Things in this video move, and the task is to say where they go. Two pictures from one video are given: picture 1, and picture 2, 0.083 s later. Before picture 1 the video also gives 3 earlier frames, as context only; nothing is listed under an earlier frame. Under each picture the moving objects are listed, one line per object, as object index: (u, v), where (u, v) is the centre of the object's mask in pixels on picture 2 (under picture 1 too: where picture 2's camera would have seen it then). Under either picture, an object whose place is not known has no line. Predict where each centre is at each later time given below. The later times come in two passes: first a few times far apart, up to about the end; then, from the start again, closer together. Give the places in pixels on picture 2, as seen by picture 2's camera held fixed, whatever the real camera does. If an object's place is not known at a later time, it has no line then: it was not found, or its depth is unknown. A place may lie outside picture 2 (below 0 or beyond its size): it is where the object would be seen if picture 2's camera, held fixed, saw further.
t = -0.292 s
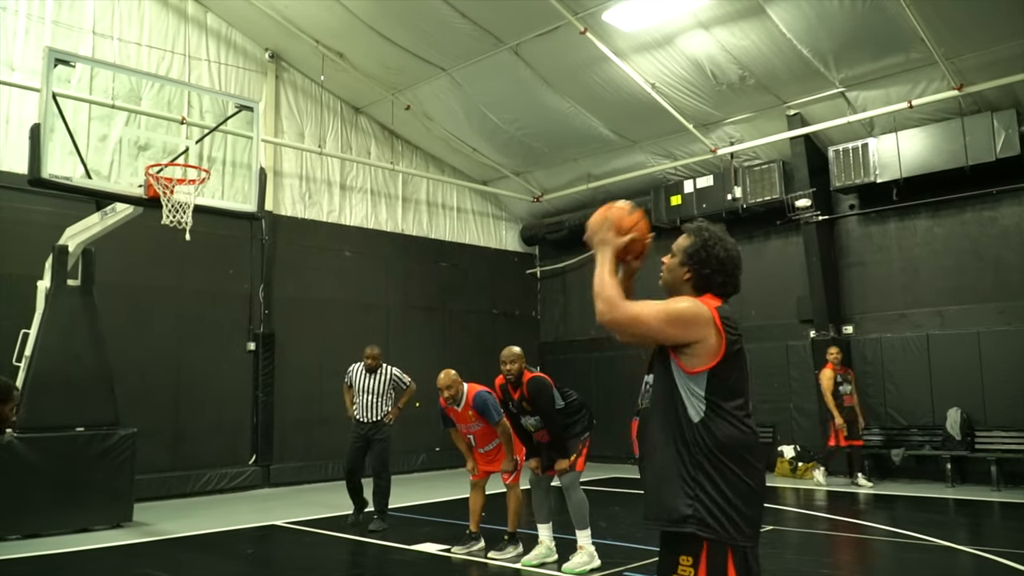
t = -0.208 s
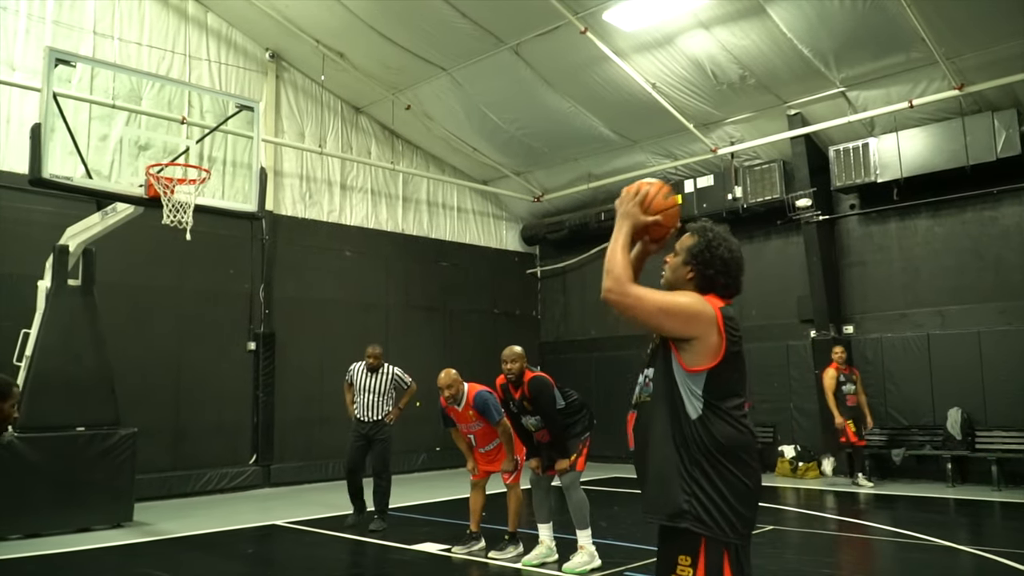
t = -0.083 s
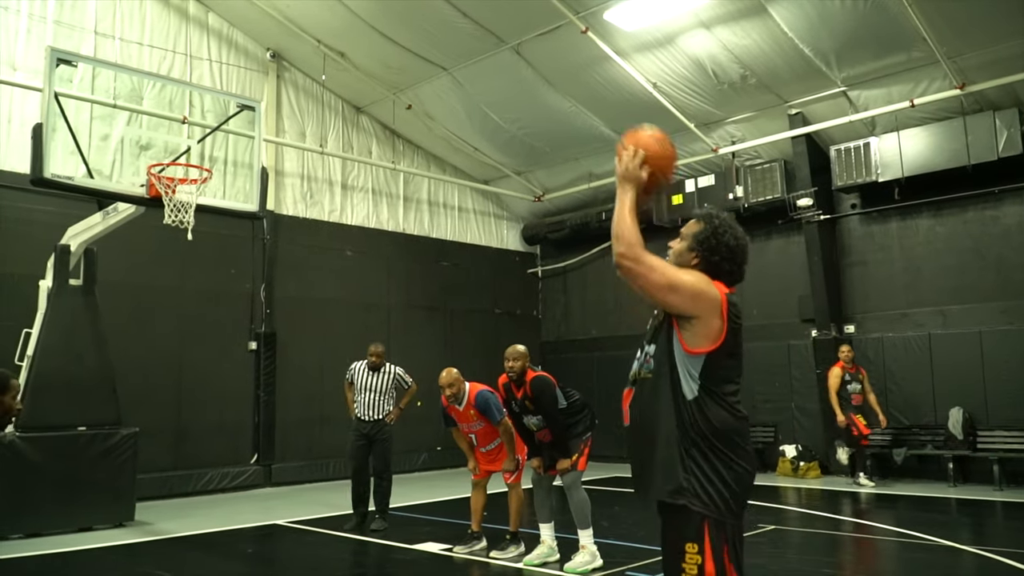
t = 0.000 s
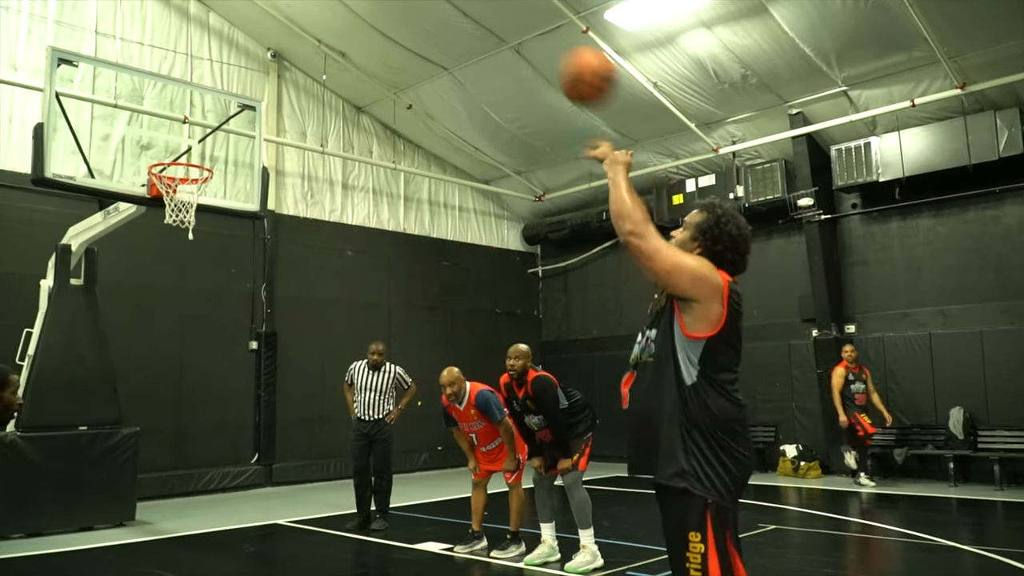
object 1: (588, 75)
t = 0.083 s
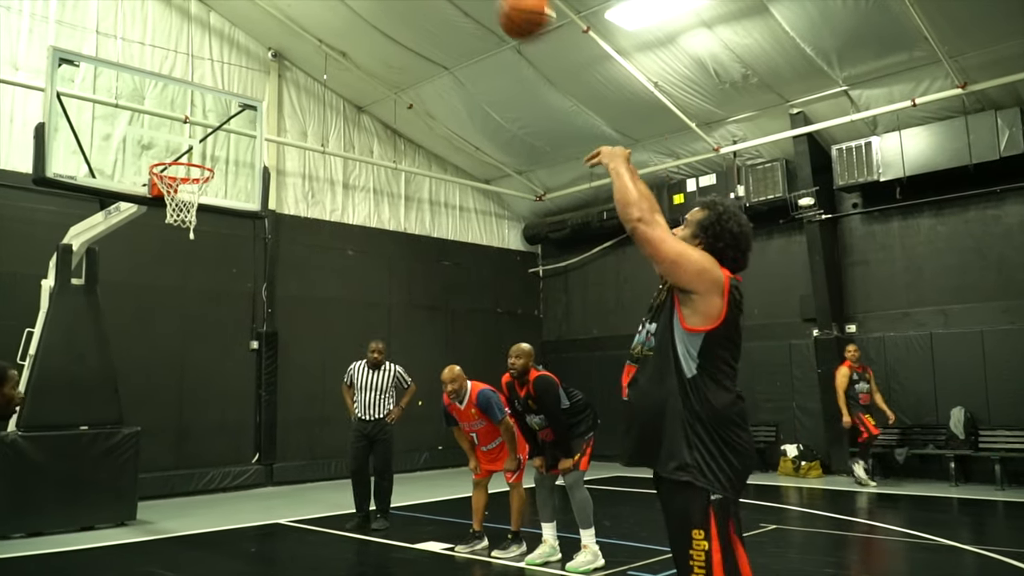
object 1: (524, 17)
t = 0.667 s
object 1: (254, 5)
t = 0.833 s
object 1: (202, 64)
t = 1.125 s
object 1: (187, 146)
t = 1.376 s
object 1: (244, 154)
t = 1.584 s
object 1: (292, 200)
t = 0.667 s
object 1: (254, 5)
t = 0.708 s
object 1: (243, 10)
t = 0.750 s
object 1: (227, 24)
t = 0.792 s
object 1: (217, 40)
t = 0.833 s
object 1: (202, 64)
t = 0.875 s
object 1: (193, 82)
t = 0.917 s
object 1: (179, 109)
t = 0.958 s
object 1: (171, 127)
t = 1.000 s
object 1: (158, 153)
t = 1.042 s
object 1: (166, 151)
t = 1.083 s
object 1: (179, 148)
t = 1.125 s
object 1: (187, 146)
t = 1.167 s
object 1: (199, 146)
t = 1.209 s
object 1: (206, 148)
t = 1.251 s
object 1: (217, 149)
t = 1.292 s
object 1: (225, 149)
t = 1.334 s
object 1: (237, 151)
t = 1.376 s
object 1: (244, 154)
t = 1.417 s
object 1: (255, 160)
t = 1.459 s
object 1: (263, 166)
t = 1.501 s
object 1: (273, 177)
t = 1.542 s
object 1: (280, 185)
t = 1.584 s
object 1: (292, 200)
